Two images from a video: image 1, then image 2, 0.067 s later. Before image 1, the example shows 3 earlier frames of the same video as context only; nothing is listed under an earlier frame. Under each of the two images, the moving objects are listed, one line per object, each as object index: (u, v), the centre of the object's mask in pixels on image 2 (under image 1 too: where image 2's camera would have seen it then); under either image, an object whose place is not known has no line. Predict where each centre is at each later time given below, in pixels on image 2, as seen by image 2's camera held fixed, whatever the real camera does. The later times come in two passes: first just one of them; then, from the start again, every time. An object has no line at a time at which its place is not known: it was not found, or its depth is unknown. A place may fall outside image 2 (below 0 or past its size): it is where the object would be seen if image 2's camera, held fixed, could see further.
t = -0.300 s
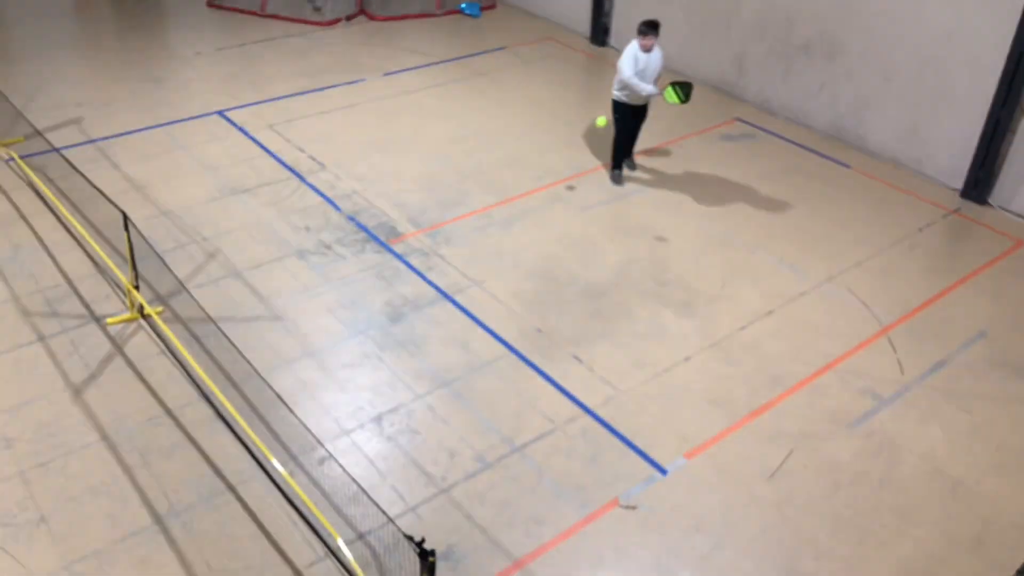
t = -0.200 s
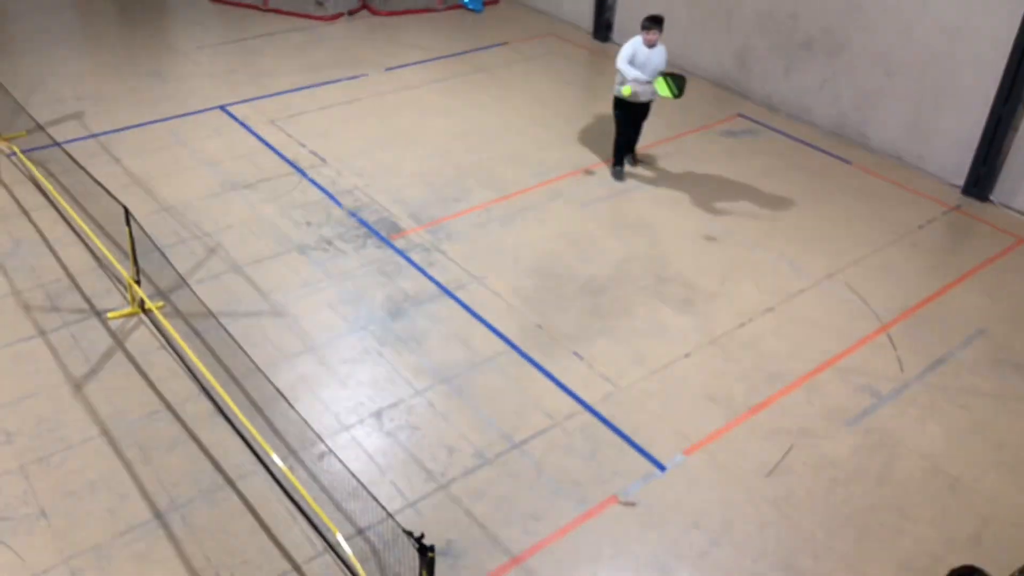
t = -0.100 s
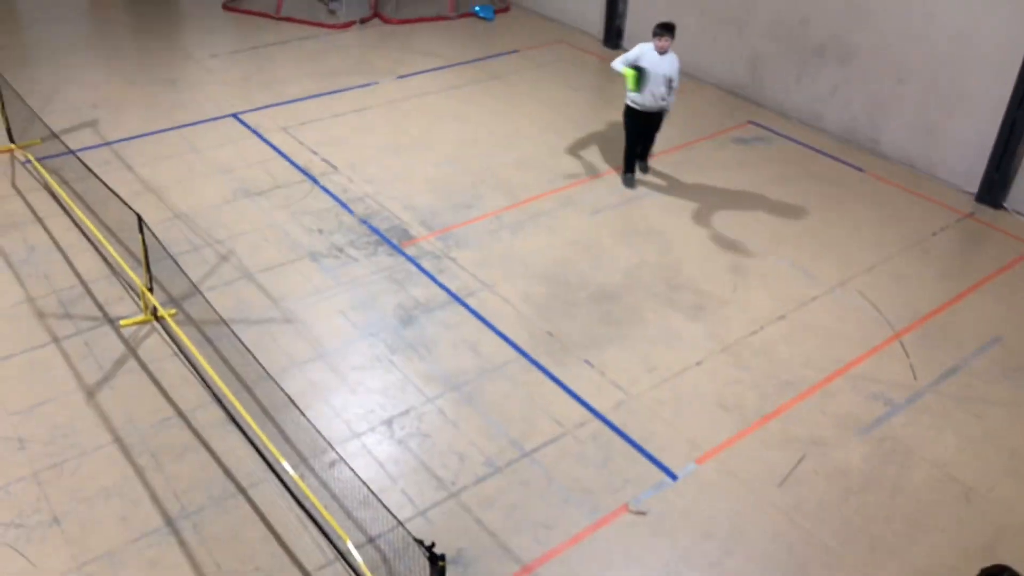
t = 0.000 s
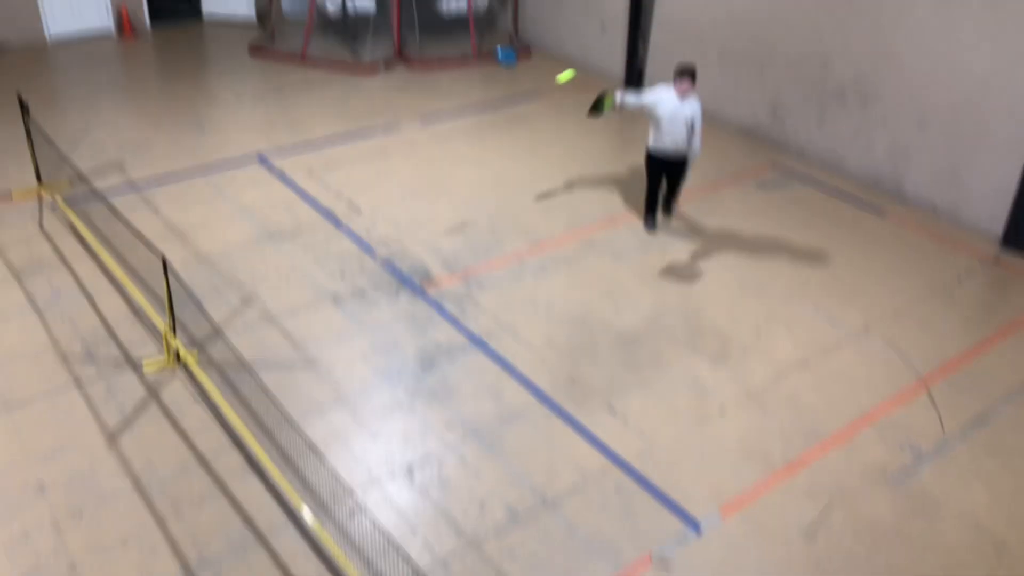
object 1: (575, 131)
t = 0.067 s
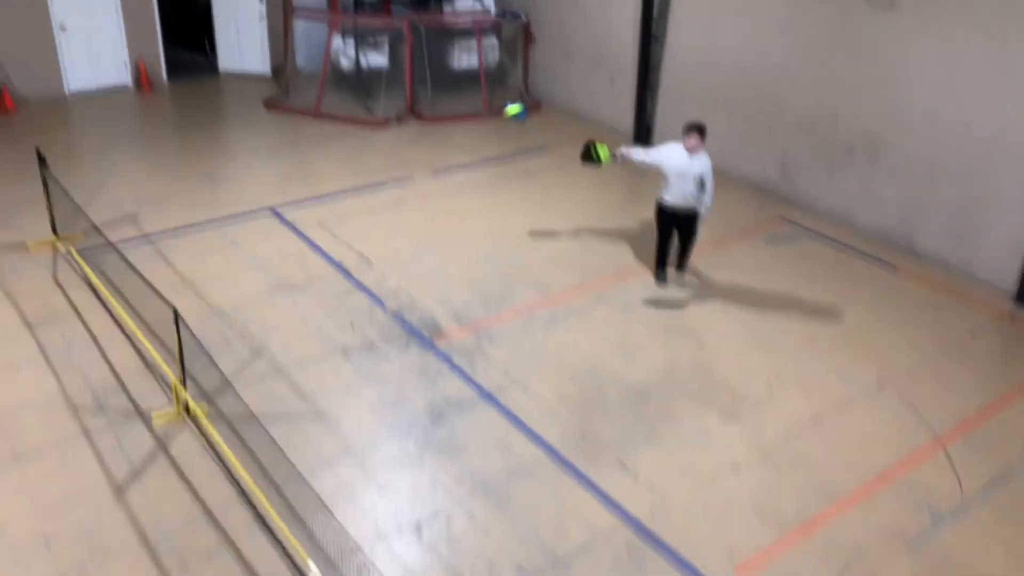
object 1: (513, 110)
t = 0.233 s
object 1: (338, 77)
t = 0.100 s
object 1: (480, 101)
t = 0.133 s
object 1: (445, 93)
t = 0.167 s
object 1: (410, 86)
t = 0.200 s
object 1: (375, 81)
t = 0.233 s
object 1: (338, 77)
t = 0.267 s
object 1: (301, 75)
